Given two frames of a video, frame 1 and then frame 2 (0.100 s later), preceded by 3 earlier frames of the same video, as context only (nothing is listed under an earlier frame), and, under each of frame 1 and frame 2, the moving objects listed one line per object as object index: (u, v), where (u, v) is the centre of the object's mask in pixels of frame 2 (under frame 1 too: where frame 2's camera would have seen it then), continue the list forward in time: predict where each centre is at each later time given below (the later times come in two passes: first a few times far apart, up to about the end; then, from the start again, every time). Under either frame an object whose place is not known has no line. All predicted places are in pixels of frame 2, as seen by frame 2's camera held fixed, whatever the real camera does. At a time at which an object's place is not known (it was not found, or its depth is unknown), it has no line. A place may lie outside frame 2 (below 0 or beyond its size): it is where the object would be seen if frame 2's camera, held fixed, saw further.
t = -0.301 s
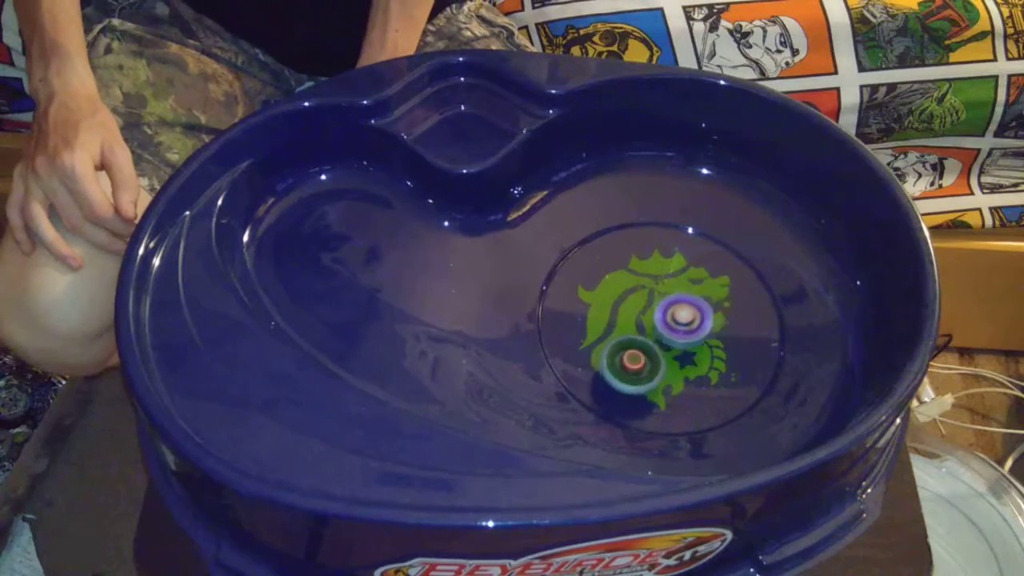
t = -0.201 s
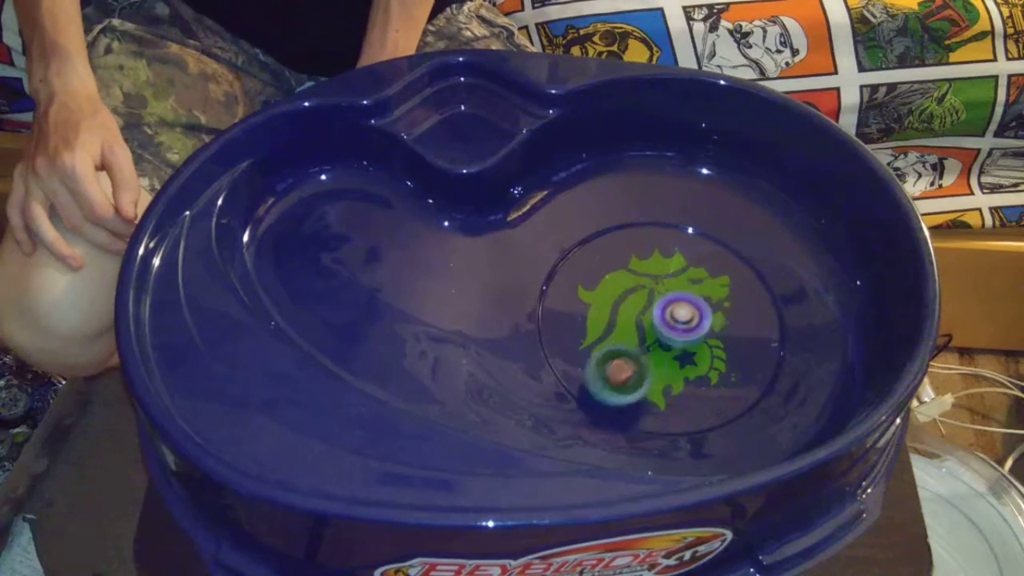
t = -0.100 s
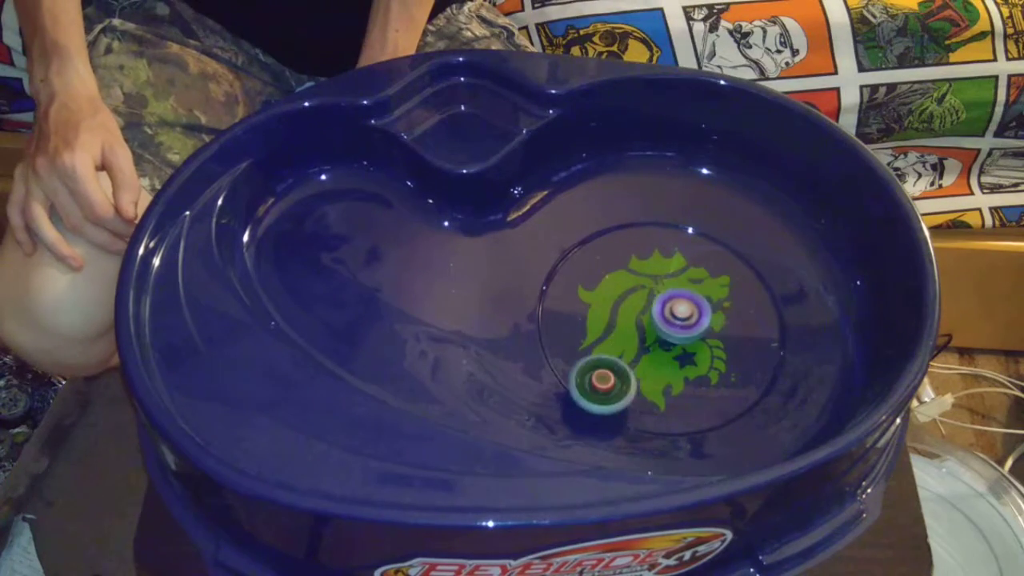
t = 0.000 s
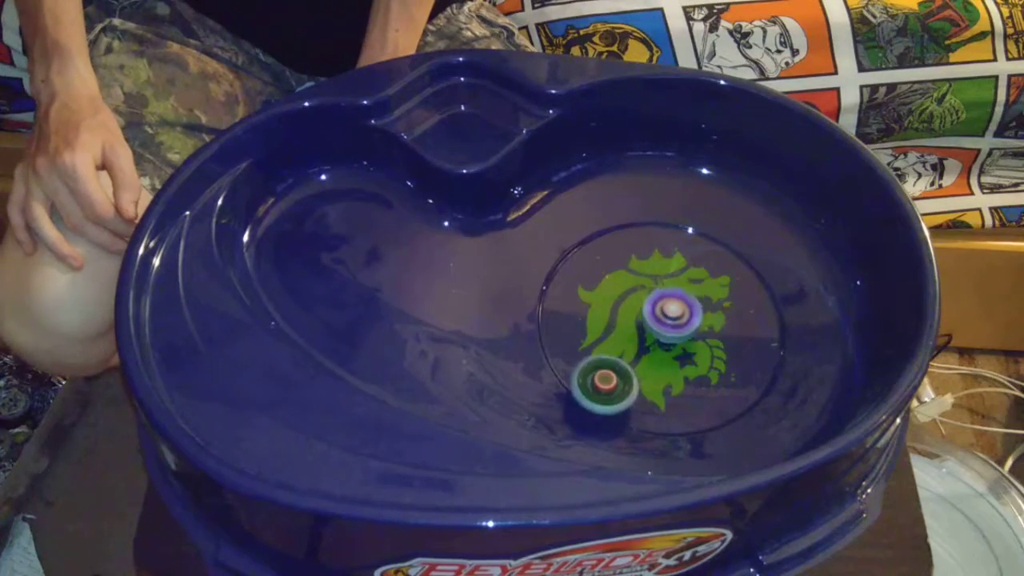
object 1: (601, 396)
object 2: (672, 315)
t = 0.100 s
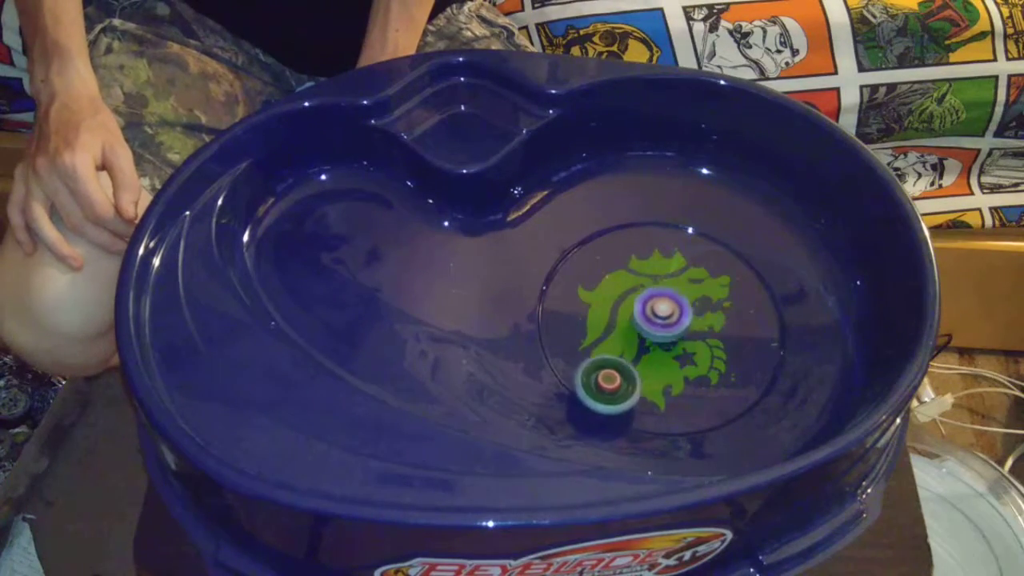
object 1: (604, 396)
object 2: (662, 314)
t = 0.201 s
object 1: (607, 395)
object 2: (652, 314)
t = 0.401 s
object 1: (613, 392)
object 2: (637, 314)
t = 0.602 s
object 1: (620, 386)
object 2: (626, 314)
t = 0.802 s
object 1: (629, 398)
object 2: (621, 298)
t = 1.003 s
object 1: (638, 393)
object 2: (618, 292)
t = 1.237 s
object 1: (650, 383)
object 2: (622, 289)
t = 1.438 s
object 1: (663, 363)
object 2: (632, 290)
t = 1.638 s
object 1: (669, 356)
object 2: (645, 295)
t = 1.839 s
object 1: (683, 379)
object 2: (655, 286)
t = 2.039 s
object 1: (695, 386)
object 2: (660, 282)
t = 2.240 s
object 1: (700, 383)
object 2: (665, 286)
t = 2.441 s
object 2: (668, 296)
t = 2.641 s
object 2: (671, 308)
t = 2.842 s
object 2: (651, 253)
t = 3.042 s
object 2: (616, 217)
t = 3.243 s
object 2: (560, 256)
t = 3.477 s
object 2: (575, 333)
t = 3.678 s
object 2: (606, 342)
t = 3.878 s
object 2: (635, 343)
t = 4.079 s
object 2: (659, 344)
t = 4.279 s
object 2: (676, 344)
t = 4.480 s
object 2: (686, 344)
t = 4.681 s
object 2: (689, 344)
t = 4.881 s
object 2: (685, 344)
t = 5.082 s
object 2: (681, 360)
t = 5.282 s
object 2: (673, 362)
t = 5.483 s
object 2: (662, 356)
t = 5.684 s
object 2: (649, 345)
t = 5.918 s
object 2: (639, 327)
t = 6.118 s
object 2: (637, 322)
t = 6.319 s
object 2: (641, 314)
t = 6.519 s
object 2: (655, 324)
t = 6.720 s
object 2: (666, 325)
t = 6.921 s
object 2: (672, 326)
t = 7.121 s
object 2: (675, 329)
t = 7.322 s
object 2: (673, 330)
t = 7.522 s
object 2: (668, 331)
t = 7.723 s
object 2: (691, 349)
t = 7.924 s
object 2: (707, 356)
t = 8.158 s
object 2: (708, 355)
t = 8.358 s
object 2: (697, 350)
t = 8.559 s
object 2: (679, 340)
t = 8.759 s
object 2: (661, 328)
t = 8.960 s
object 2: (647, 315)
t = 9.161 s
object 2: (639, 303)
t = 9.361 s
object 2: (637, 294)
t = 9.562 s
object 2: (640, 290)
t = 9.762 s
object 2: (648, 290)
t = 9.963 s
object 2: (657, 296)
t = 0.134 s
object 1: (605, 396)
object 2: (658, 314)
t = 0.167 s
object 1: (606, 395)
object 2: (655, 314)
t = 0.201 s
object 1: (607, 395)
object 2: (652, 314)
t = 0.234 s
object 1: (608, 395)
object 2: (649, 314)
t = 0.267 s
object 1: (609, 395)
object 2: (646, 314)
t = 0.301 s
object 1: (610, 394)
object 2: (644, 314)
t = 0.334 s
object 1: (611, 393)
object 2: (641, 314)
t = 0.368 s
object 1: (612, 392)
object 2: (639, 314)
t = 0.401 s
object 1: (613, 392)
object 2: (637, 314)
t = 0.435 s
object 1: (614, 391)
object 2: (634, 314)
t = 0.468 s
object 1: (615, 390)
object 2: (633, 315)
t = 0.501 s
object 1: (617, 389)
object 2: (631, 314)
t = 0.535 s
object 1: (618, 388)
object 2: (629, 314)
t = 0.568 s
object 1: (619, 387)
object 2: (627, 314)
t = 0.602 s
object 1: (620, 386)
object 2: (626, 314)
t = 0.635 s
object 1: (621, 387)
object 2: (625, 313)
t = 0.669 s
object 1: (623, 394)
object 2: (625, 307)
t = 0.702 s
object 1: (625, 399)
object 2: (624, 304)
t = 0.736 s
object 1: (626, 400)
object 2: (623, 300)
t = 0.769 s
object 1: (628, 399)
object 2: (622, 299)
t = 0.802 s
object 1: (629, 398)
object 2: (621, 298)
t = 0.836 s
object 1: (631, 397)
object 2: (620, 297)
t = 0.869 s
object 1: (632, 396)
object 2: (619, 296)
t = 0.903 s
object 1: (634, 395)
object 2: (619, 295)
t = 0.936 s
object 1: (635, 395)
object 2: (618, 294)
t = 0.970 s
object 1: (637, 393)
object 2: (618, 293)
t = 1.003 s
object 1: (638, 393)
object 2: (618, 292)
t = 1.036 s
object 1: (641, 391)
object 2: (618, 291)
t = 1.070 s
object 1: (641, 391)
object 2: (618, 291)
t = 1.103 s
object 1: (642, 390)
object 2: (618, 290)
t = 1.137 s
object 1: (644, 389)
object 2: (619, 290)
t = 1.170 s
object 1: (646, 387)
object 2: (620, 290)
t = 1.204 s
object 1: (648, 385)
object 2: (621, 289)
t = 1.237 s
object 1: (650, 383)
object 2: (622, 289)
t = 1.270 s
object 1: (651, 381)
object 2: (623, 289)
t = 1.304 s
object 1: (657, 369)
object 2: (625, 289)
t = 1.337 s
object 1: (658, 367)
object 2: (626, 289)
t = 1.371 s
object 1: (659, 366)
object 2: (628, 289)
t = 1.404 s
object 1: (661, 365)
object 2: (630, 290)
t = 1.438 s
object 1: (663, 363)
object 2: (632, 290)
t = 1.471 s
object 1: (664, 362)
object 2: (634, 291)
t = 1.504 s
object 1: (665, 361)
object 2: (636, 292)
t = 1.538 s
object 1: (666, 360)
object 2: (638, 292)
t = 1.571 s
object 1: (667, 358)
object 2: (640, 293)
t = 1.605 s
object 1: (668, 357)
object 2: (642, 294)
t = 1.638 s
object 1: (669, 356)
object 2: (645, 295)
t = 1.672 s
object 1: (670, 355)
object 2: (647, 296)
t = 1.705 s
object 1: (671, 354)
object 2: (650, 297)
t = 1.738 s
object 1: (672, 354)
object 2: (652, 297)
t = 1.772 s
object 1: (674, 358)
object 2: (654, 296)
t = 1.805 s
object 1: (679, 369)
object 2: (654, 290)
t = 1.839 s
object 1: (683, 379)
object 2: (655, 286)
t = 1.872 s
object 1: (686, 385)
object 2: (656, 284)
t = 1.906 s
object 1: (688, 387)
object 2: (657, 283)
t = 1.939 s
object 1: (690, 387)
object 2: (658, 283)
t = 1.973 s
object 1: (691, 387)
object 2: (659, 282)
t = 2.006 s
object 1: (693, 387)
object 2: (660, 282)
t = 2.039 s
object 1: (695, 386)
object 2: (660, 282)
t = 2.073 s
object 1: (695, 386)
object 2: (661, 282)
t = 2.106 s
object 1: (697, 385)
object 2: (661, 283)
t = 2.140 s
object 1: (698, 385)
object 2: (662, 283)
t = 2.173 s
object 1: (698, 384)
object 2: (663, 284)
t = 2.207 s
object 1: (699, 383)
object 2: (663, 285)
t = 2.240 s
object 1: (700, 383)
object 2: (665, 286)
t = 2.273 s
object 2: (665, 287)
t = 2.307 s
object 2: (666, 289)
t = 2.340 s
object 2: (667, 291)
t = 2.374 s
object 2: (667, 293)
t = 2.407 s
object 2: (668, 294)
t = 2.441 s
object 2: (668, 296)
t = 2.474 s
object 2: (669, 298)
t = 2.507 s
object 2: (669, 300)
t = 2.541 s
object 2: (670, 302)
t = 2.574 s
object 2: (671, 305)
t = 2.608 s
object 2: (671, 307)
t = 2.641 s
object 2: (671, 308)
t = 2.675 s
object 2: (671, 311)
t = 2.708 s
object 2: (672, 313)
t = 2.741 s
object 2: (672, 315)
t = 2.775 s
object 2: (668, 306)
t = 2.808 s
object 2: (658, 277)
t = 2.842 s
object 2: (651, 253)
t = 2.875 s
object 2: (645, 233)
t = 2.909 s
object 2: (639, 222)
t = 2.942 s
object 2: (634, 213)
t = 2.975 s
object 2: (629, 211)
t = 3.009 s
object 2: (622, 212)
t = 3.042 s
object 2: (616, 217)
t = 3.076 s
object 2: (609, 229)
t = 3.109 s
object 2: (604, 241)
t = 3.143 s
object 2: (598, 250)
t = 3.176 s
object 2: (583, 251)
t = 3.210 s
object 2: (569, 251)
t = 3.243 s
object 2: (560, 256)
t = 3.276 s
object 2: (555, 267)
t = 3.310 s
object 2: (554, 283)
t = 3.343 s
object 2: (556, 296)
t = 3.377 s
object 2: (560, 309)
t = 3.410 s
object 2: (564, 319)
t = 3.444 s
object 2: (570, 327)
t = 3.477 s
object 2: (575, 333)
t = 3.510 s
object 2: (581, 337)
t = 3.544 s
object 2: (586, 339)
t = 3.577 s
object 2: (591, 341)
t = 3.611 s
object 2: (597, 341)
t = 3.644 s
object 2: (601, 342)
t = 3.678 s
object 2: (606, 342)
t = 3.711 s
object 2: (611, 343)
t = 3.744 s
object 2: (616, 343)
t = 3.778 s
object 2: (621, 344)
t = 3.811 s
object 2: (627, 343)
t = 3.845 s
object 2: (631, 343)
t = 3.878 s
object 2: (635, 343)
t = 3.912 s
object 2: (639, 343)
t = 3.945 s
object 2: (644, 344)
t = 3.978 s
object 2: (648, 344)
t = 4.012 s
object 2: (652, 344)
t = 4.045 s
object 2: (655, 344)
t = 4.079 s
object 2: (659, 344)
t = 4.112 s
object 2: (662, 344)
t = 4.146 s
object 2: (665, 344)
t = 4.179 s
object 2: (668, 344)
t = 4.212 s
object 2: (671, 344)
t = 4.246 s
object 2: (673, 344)
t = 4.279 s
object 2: (676, 344)
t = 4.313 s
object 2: (678, 344)
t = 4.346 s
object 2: (680, 344)
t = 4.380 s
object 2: (681, 343)
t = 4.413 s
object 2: (683, 343)
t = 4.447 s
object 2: (684, 344)
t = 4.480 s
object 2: (686, 344)
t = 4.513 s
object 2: (686, 344)
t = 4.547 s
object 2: (687, 344)
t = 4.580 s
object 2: (688, 344)
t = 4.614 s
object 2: (688, 344)
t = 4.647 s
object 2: (688, 344)
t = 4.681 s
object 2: (689, 344)
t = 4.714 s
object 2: (688, 344)
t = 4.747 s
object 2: (688, 344)
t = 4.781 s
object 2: (688, 344)
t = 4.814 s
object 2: (687, 344)
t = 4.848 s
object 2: (687, 344)
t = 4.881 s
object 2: (685, 344)
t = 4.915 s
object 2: (684, 344)
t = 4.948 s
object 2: (684, 345)
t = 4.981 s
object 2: (683, 352)
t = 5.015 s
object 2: (683, 356)
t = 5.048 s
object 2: (682, 359)
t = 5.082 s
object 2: (681, 360)
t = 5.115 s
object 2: (680, 361)
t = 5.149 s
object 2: (679, 362)
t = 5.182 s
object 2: (678, 362)
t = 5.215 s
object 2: (677, 362)
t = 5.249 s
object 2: (675, 362)
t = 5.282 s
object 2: (673, 362)
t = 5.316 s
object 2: (672, 361)
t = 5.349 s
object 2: (670, 360)
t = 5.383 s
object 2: (668, 360)
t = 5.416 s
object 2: (666, 358)
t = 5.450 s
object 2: (663, 357)
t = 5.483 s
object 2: (662, 356)
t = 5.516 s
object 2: (659, 355)
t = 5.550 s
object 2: (657, 353)
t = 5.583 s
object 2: (655, 351)
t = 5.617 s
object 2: (653, 349)
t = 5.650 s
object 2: (651, 347)
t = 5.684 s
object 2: (649, 345)
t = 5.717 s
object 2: (647, 343)
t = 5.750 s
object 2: (645, 340)
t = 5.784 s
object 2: (644, 338)
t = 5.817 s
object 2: (642, 335)
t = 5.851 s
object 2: (641, 332)
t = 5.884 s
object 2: (640, 330)
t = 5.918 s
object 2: (639, 327)
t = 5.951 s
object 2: (638, 325)
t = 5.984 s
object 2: (637, 323)
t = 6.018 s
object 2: (636, 321)
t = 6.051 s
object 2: (637, 321)
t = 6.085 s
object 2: (637, 322)
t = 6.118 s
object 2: (637, 322)
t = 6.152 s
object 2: (637, 321)
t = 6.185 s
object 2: (637, 320)
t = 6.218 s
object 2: (638, 318)
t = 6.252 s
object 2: (639, 317)
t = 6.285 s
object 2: (640, 315)
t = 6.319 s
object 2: (641, 314)
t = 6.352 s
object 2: (643, 315)
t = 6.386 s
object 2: (646, 319)
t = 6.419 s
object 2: (649, 322)
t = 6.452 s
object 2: (651, 323)
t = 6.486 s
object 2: (653, 324)
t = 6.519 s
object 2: (655, 324)
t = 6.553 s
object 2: (657, 324)
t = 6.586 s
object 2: (659, 324)
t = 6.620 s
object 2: (661, 325)
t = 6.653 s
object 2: (663, 325)
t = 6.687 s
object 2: (664, 325)
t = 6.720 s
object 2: (666, 325)
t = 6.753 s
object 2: (668, 325)
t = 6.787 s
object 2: (669, 325)
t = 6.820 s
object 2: (670, 325)
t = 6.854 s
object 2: (671, 325)
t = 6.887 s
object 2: (672, 326)
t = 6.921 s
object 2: (672, 326)
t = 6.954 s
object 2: (673, 326)
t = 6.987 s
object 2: (674, 326)
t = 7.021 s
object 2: (674, 327)
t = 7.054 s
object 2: (674, 328)
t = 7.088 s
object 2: (675, 328)
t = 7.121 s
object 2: (675, 329)
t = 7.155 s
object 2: (674, 329)
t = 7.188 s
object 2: (674, 329)
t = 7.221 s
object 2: (674, 329)
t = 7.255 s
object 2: (674, 330)
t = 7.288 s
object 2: (674, 330)
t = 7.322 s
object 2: (673, 330)
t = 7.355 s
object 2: (672, 331)
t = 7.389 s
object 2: (672, 331)
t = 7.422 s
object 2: (671, 331)
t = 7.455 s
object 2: (670, 331)
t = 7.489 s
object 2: (670, 331)
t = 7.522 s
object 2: (668, 331)
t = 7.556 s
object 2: (667, 331)
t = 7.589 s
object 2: (666, 331)
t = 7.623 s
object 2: (665, 331)
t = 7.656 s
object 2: (668, 333)
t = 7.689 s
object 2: (681, 342)
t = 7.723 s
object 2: (691, 349)
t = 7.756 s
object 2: (698, 353)
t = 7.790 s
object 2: (702, 355)
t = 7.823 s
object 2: (703, 356)
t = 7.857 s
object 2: (705, 356)
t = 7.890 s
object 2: (706, 356)
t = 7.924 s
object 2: (707, 356)
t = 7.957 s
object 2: (708, 357)
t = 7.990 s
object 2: (709, 356)
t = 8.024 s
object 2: (709, 356)
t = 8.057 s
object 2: (709, 356)
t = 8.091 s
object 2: (709, 356)
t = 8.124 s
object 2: (709, 356)
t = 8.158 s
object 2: (708, 355)
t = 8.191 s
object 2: (707, 355)
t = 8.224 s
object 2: (705, 354)
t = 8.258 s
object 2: (703, 353)
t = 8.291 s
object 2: (701, 352)
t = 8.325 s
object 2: (699, 351)
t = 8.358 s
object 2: (697, 350)
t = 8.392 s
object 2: (694, 348)
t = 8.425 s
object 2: (691, 347)
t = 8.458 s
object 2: (688, 345)
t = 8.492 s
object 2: (686, 344)
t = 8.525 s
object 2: (682, 342)
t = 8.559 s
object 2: (679, 340)
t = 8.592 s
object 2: (676, 338)
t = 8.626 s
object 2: (673, 336)
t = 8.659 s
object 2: (670, 334)
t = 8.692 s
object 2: (667, 332)
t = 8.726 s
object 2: (664, 329)
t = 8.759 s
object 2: (661, 328)
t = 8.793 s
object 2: (659, 326)
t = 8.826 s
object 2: (656, 323)
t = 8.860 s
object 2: (654, 321)
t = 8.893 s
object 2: (651, 319)
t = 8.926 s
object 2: (649, 316)
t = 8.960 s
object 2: (647, 315)
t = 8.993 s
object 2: (645, 313)
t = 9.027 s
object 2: (644, 311)
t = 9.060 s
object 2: (643, 309)
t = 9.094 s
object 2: (641, 307)
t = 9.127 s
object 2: (641, 306)
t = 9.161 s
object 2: (639, 303)
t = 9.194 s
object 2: (638, 301)
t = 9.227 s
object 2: (638, 300)
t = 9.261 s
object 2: (637, 298)
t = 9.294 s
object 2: (637, 297)
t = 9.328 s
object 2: (637, 295)
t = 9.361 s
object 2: (637, 294)
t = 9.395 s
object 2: (638, 293)
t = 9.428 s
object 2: (638, 292)
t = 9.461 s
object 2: (638, 291)
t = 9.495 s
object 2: (638, 291)
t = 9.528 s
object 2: (639, 290)
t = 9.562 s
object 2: (640, 290)
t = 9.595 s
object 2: (641, 289)
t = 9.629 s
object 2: (642, 289)
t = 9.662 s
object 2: (644, 289)
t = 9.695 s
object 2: (645, 289)
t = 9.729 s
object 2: (646, 290)
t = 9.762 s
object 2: (648, 290)
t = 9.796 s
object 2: (649, 291)
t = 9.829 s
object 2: (651, 292)
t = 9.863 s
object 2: (653, 292)
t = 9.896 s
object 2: (654, 294)
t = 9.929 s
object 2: (656, 295)
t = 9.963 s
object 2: (657, 296)
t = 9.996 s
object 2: (659, 298)
